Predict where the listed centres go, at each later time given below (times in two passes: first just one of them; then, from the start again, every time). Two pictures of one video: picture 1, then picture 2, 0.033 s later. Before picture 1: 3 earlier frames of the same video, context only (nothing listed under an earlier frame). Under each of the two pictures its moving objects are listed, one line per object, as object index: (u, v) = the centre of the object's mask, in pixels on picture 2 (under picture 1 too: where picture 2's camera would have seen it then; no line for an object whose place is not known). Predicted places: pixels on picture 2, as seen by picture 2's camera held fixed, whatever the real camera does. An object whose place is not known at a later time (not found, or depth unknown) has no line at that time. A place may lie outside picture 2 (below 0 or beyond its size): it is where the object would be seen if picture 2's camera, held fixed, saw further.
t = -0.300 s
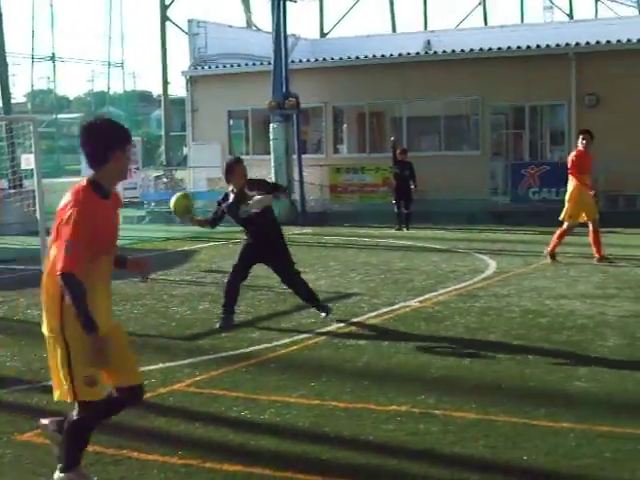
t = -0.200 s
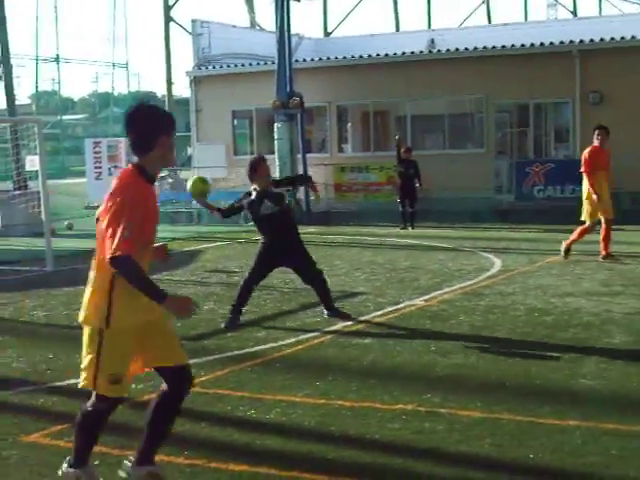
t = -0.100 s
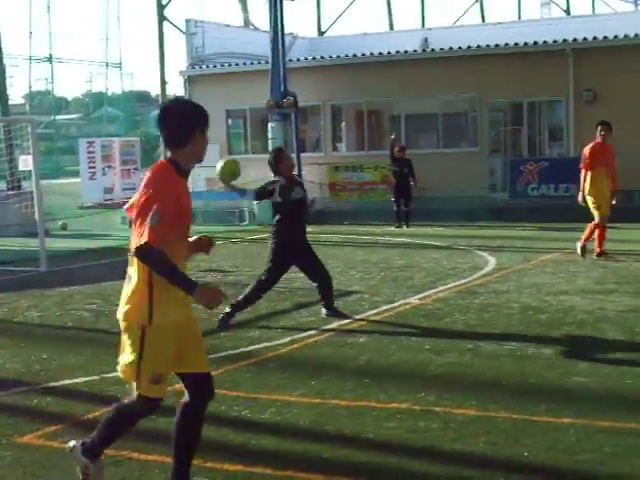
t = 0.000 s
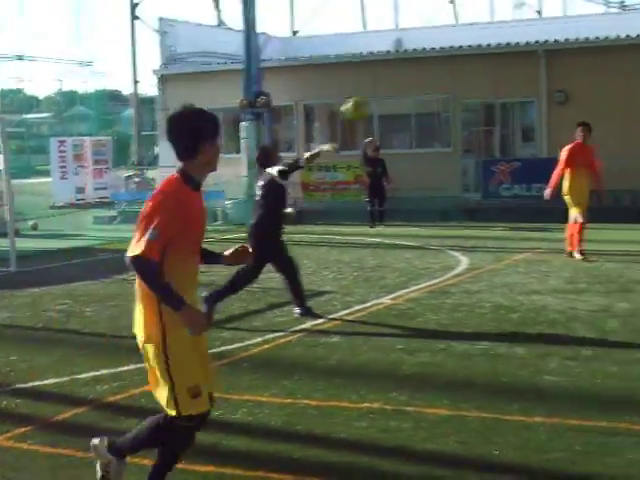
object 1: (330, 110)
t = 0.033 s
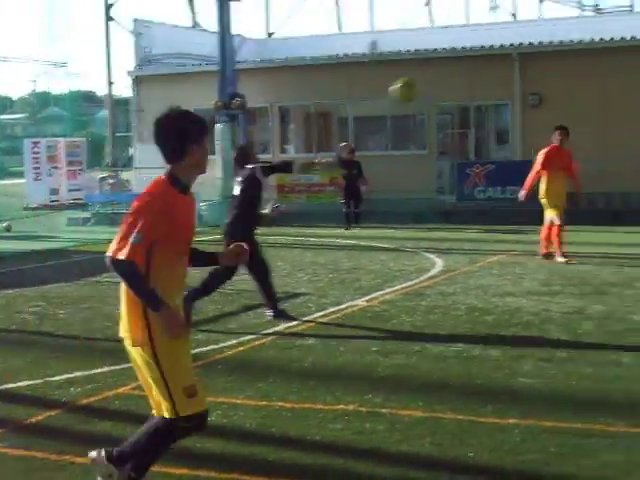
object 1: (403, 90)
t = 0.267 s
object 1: (893, -42)
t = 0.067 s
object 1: (475, 69)
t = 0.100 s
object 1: (546, 48)
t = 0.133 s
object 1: (621, 30)
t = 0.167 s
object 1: (691, 12)
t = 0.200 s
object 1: (759, -7)
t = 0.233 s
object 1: (826, -25)
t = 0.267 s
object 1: (893, -42)
